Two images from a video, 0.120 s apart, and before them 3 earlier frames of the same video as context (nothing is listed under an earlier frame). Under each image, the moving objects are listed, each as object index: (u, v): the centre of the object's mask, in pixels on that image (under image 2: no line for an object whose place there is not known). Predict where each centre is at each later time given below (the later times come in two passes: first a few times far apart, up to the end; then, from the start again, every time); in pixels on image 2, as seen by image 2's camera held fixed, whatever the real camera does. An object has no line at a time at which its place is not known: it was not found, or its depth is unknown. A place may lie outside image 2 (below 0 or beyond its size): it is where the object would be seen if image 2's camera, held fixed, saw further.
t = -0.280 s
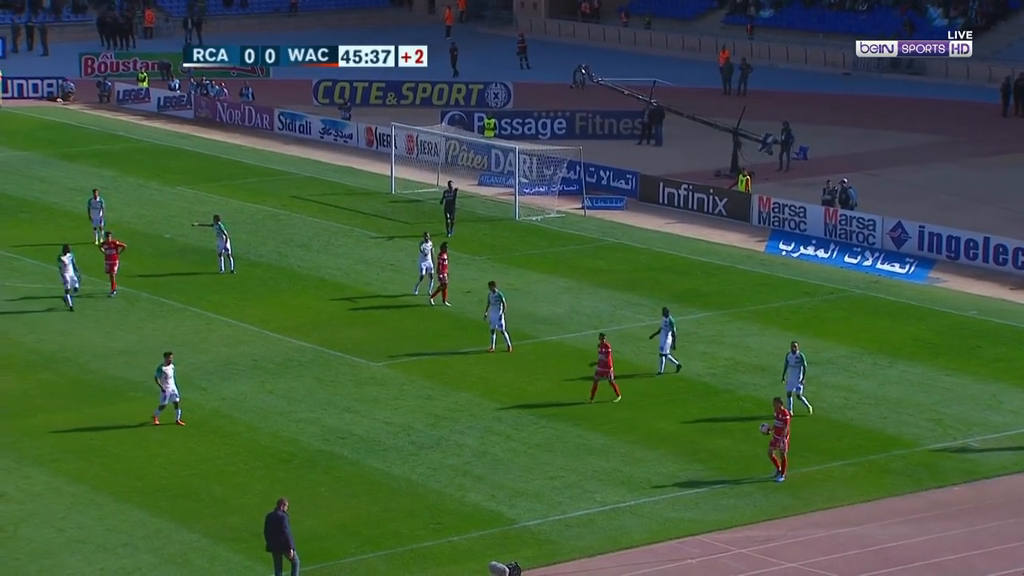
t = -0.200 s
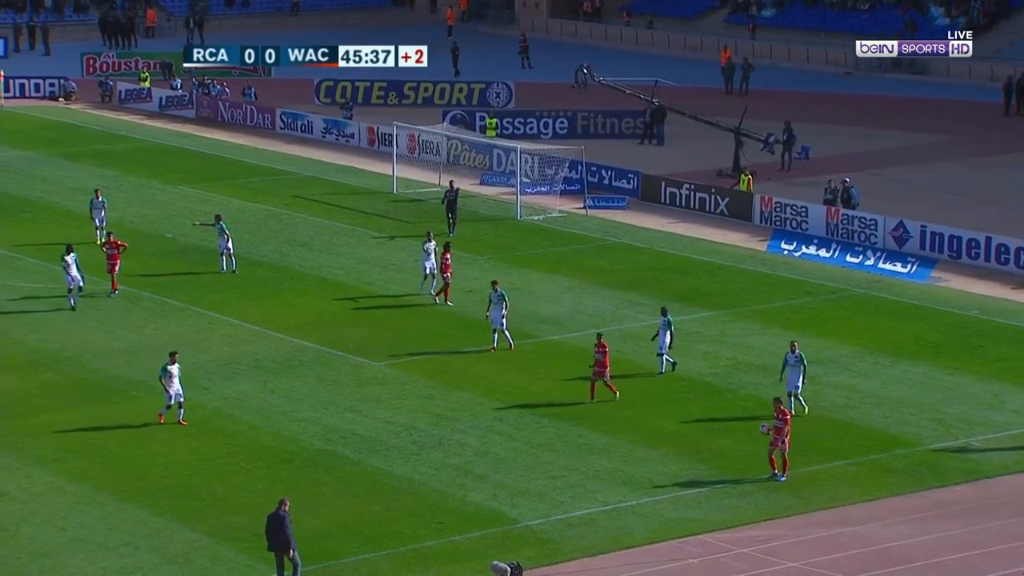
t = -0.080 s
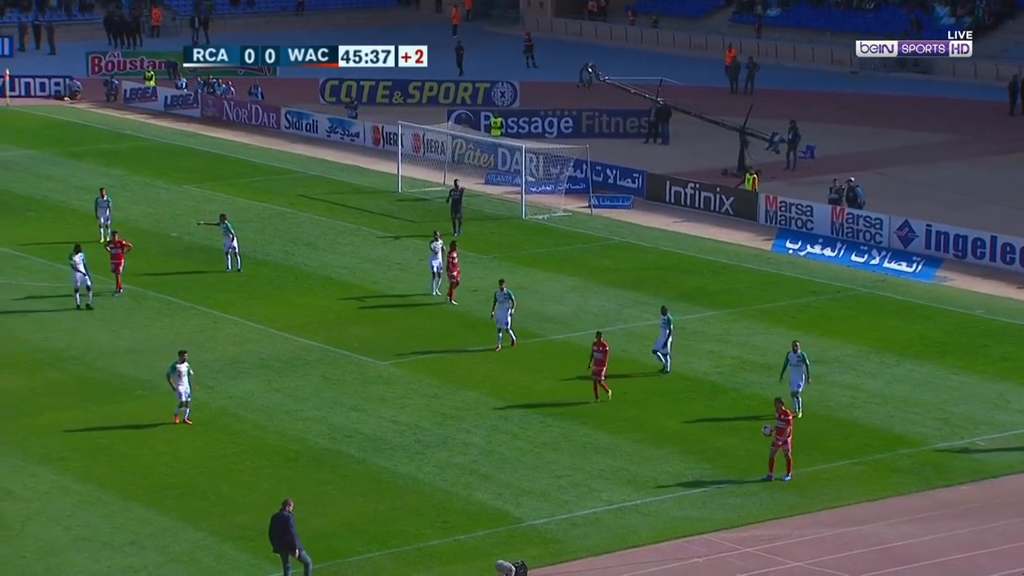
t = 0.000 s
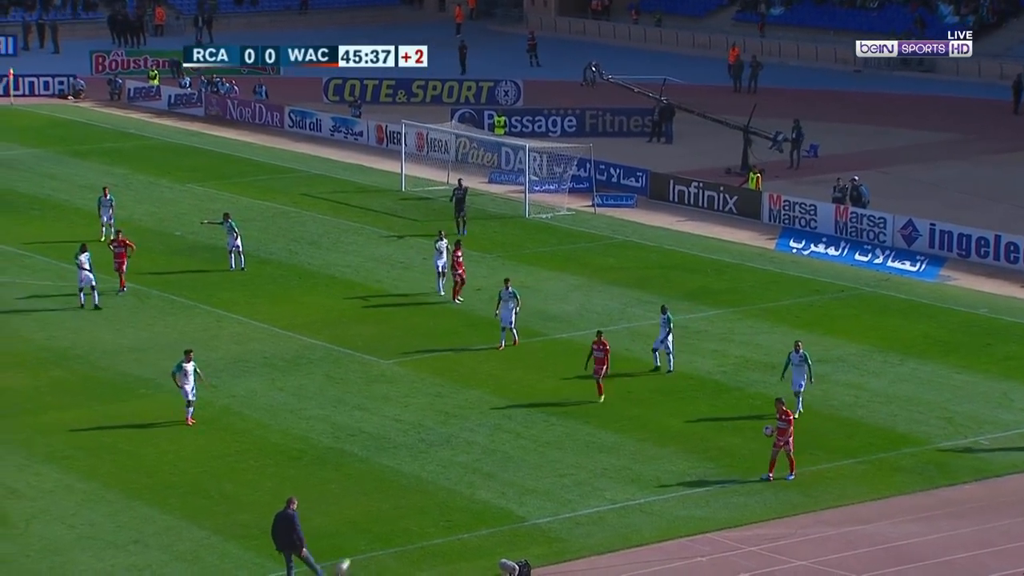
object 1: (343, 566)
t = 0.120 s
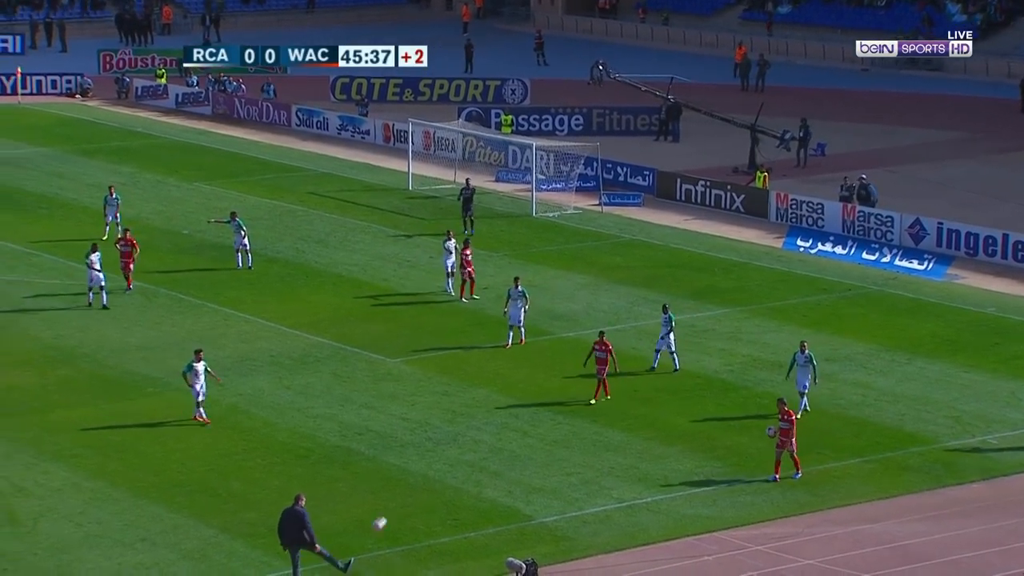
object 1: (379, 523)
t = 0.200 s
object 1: (399, 501)
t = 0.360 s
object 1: (436, 467)
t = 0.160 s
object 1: (389, 512)
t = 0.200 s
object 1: (399, 501)
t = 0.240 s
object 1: (408, 491)
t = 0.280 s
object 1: (418, 482)
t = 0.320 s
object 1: (427, 474)
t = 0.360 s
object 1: (436, 467)
